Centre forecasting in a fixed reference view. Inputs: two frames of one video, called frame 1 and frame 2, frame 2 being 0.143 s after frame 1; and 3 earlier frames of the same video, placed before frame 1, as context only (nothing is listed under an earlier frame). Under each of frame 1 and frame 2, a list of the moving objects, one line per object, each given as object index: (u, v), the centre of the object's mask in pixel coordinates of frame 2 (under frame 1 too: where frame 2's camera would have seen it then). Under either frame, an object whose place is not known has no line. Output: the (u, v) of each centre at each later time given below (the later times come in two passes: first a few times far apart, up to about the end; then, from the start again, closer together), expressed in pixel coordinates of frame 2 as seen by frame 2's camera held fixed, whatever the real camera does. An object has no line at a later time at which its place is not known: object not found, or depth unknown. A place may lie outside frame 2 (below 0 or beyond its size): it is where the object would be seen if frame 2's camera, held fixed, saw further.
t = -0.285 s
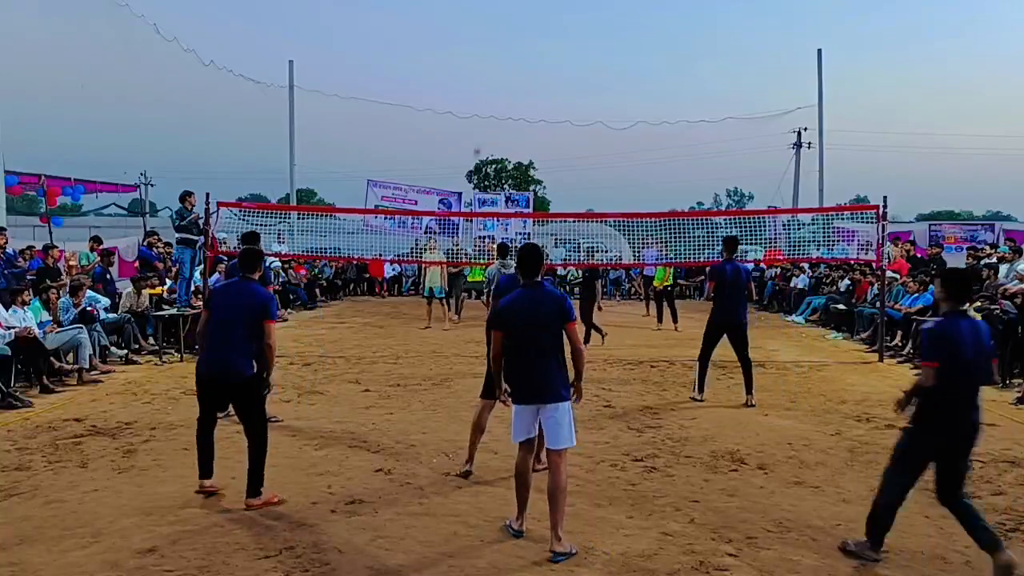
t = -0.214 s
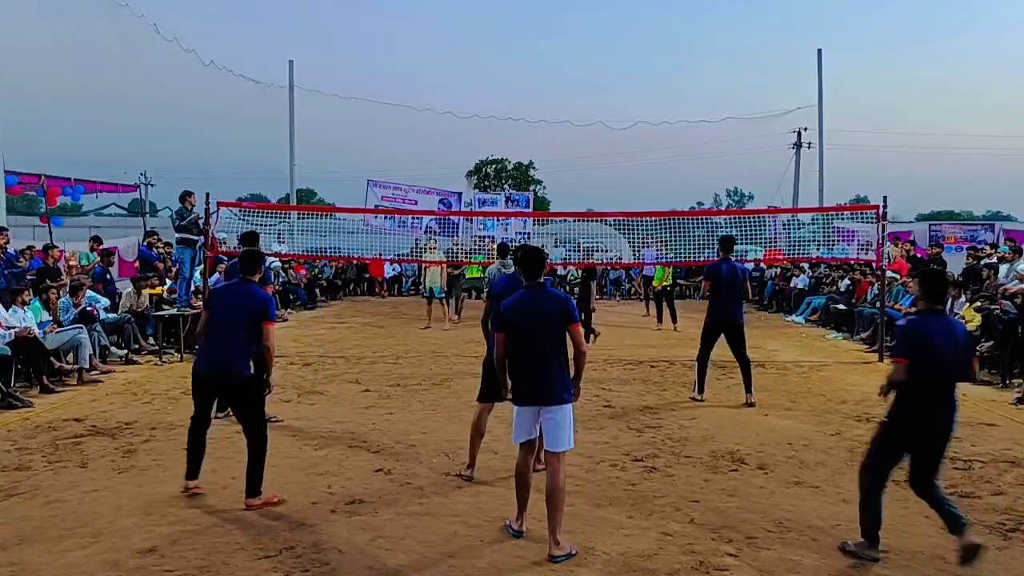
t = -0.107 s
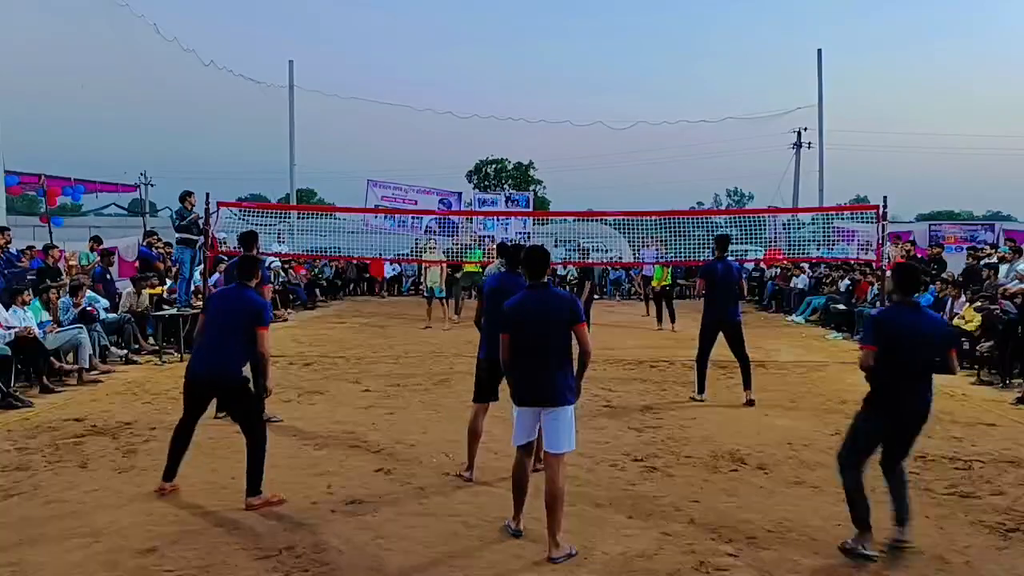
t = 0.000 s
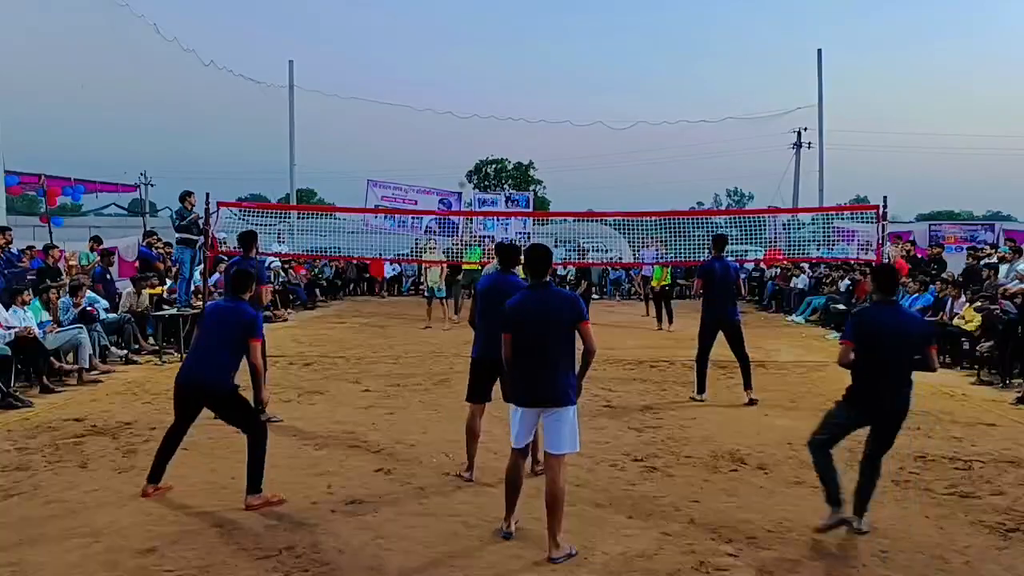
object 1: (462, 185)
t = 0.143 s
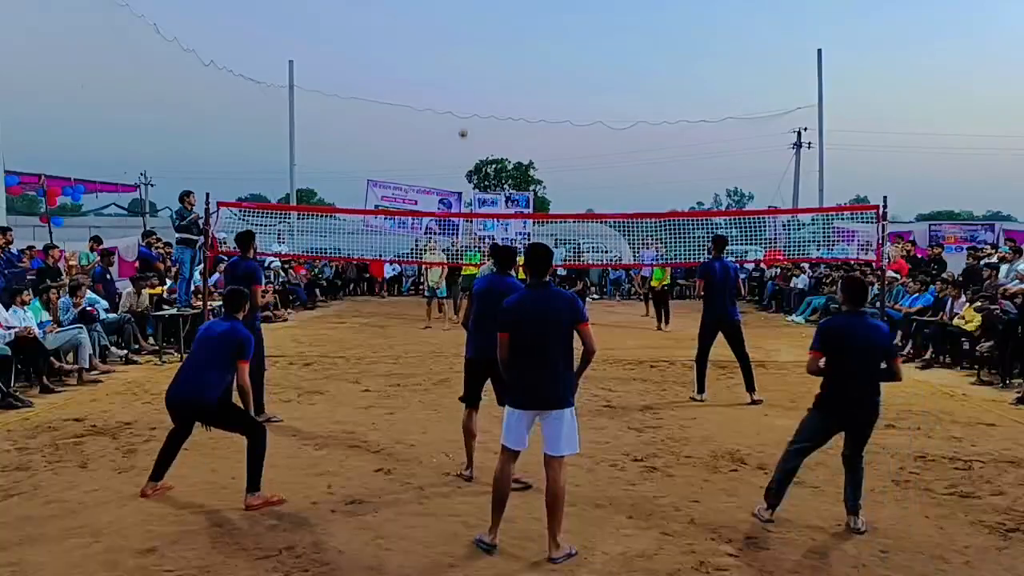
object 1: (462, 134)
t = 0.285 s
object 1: (464, 99)
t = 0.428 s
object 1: (465, 73)
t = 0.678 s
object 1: (469, 50)
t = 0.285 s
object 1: (464, 99)
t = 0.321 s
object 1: (464, 92)
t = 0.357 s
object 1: (464, 85)
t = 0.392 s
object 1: (465, 78)
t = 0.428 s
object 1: (465, 73)
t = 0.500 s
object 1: (466, 62)
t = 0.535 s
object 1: (467, 54)
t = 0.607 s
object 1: (468, 51)
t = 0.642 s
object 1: (468, 50)
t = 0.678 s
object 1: (469, 50)
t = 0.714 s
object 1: (469, 51)
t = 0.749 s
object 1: (470, 53)
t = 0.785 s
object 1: (471, 58)
